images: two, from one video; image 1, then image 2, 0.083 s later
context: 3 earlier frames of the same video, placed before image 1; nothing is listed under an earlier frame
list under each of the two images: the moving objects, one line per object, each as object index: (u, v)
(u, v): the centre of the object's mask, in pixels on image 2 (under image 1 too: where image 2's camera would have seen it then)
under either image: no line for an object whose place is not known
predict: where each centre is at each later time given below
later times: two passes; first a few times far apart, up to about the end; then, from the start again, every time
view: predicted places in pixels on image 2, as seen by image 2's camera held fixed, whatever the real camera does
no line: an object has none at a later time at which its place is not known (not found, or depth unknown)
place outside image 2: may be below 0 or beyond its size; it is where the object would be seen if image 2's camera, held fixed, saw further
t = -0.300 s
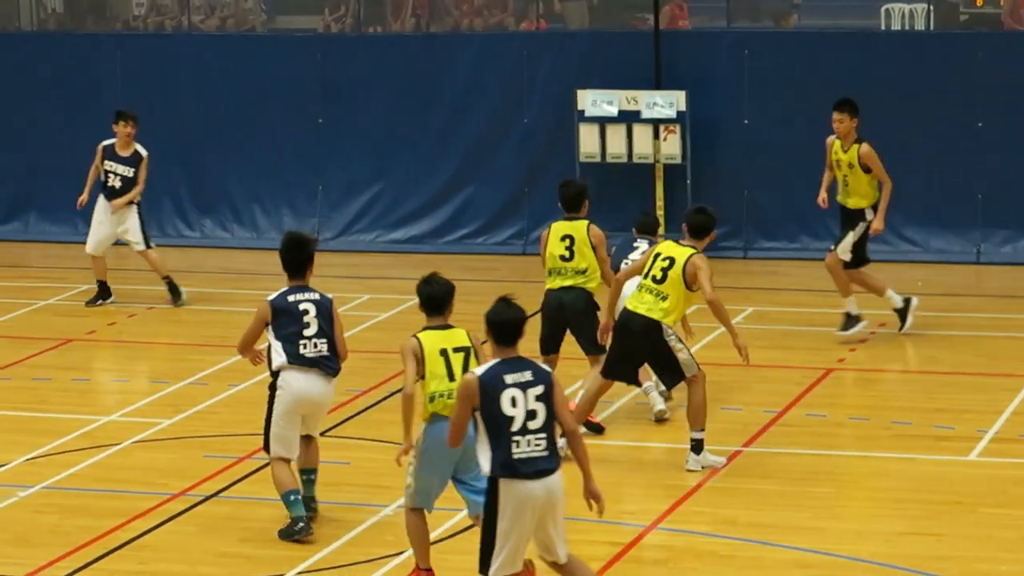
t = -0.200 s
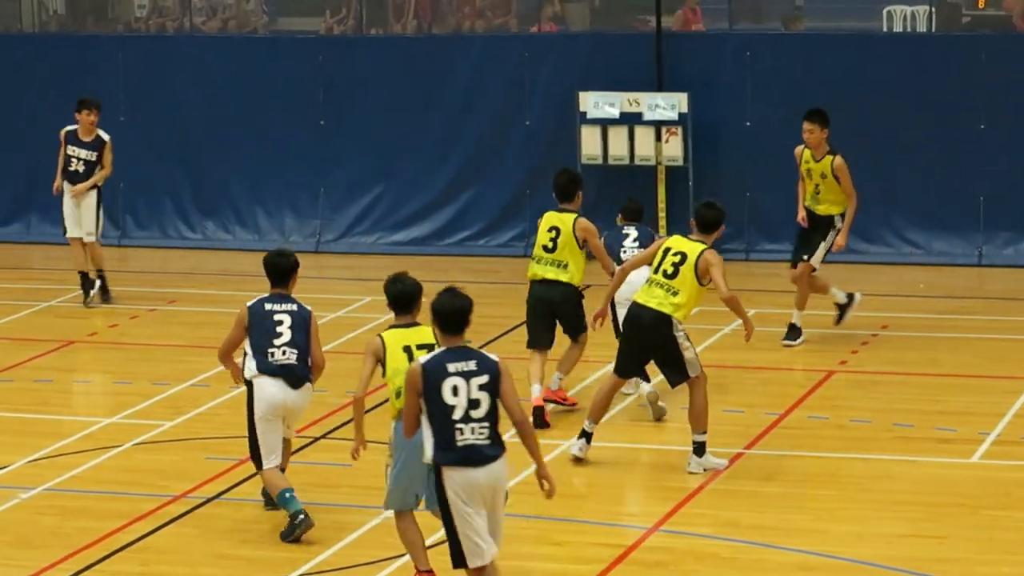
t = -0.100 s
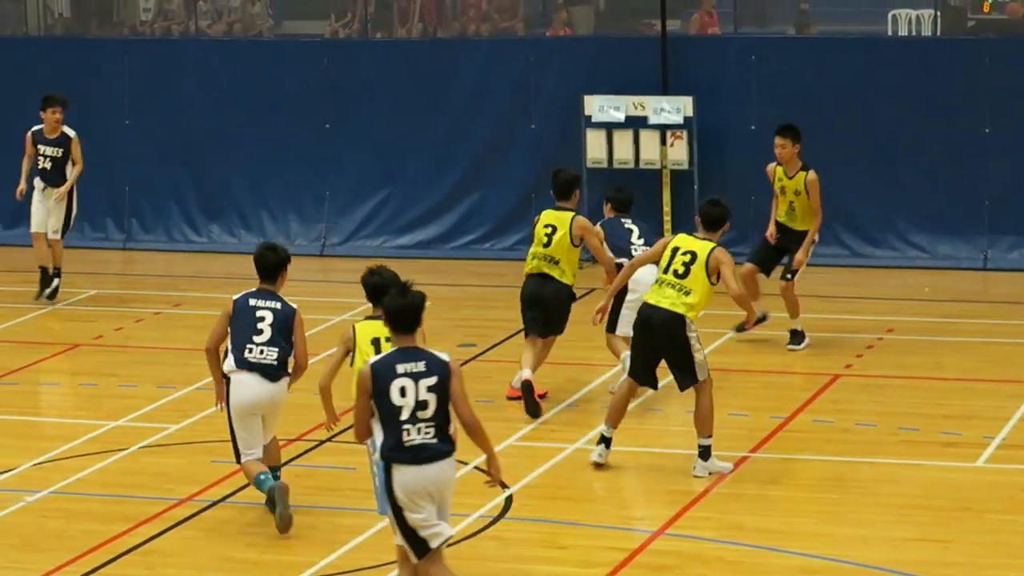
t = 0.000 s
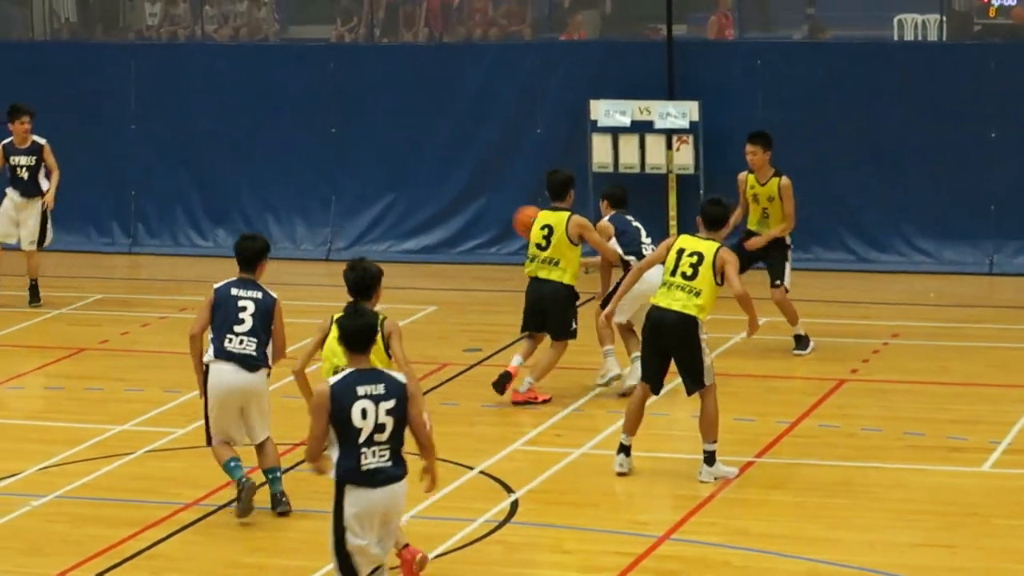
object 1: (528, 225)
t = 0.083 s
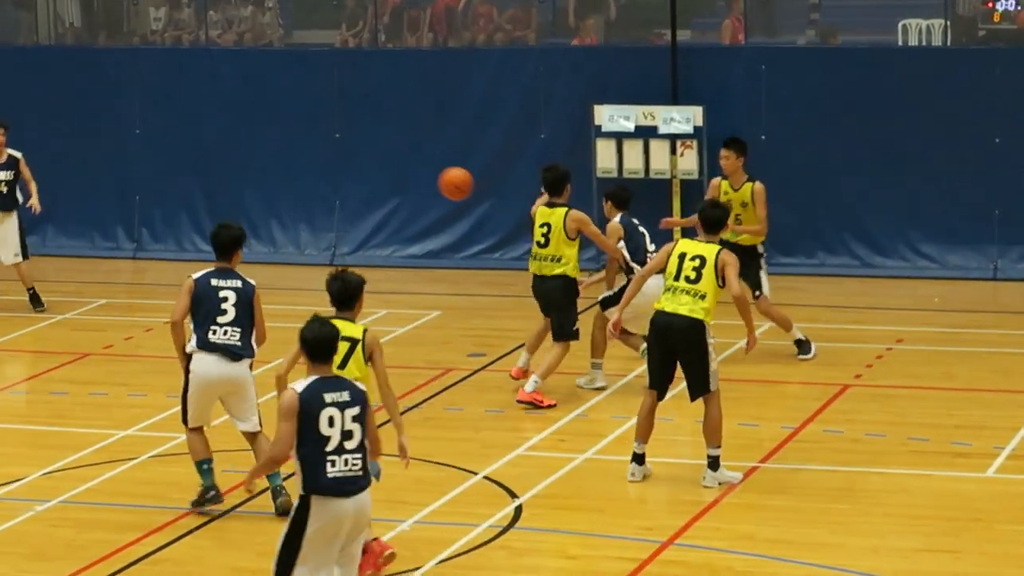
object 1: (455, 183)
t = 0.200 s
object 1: (352, 139)
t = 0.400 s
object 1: (190, 108)
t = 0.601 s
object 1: (47, 128)
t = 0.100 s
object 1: (440, 176)
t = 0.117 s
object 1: (425, 169)
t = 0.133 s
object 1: (410, 162)
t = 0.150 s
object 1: (395, 156)
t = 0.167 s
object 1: (381, 150)
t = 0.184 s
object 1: (366, 144)
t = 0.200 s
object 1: (352, 139)
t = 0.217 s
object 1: (337, 134)
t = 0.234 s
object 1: (323, 130)
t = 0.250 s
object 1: (309, 126)
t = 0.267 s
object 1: (296, 123)
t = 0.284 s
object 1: (282, 119)
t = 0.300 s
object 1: (269, 117)
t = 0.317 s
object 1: (255, 114)
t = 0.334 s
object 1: (242, 112)
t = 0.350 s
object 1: (228, 111)
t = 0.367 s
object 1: (215, 110)
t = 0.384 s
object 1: (202, 109)
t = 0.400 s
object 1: (190, 108)
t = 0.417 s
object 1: (177, 108)
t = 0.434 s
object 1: (165, 108)
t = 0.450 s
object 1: (152, 109)
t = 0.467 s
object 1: (140, 110)
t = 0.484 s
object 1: (128, 111)
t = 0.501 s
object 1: (116, 112)
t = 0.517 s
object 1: (105, 114)
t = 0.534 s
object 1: (92, 116)
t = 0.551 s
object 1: (80, 118)
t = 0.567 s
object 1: (69, 121)
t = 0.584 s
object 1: (57, 124)
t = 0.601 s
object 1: (47, 128)
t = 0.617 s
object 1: (35, 131)
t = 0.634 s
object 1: (24, 135)
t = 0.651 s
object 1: (13, 140)
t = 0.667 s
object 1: (2, 144)
